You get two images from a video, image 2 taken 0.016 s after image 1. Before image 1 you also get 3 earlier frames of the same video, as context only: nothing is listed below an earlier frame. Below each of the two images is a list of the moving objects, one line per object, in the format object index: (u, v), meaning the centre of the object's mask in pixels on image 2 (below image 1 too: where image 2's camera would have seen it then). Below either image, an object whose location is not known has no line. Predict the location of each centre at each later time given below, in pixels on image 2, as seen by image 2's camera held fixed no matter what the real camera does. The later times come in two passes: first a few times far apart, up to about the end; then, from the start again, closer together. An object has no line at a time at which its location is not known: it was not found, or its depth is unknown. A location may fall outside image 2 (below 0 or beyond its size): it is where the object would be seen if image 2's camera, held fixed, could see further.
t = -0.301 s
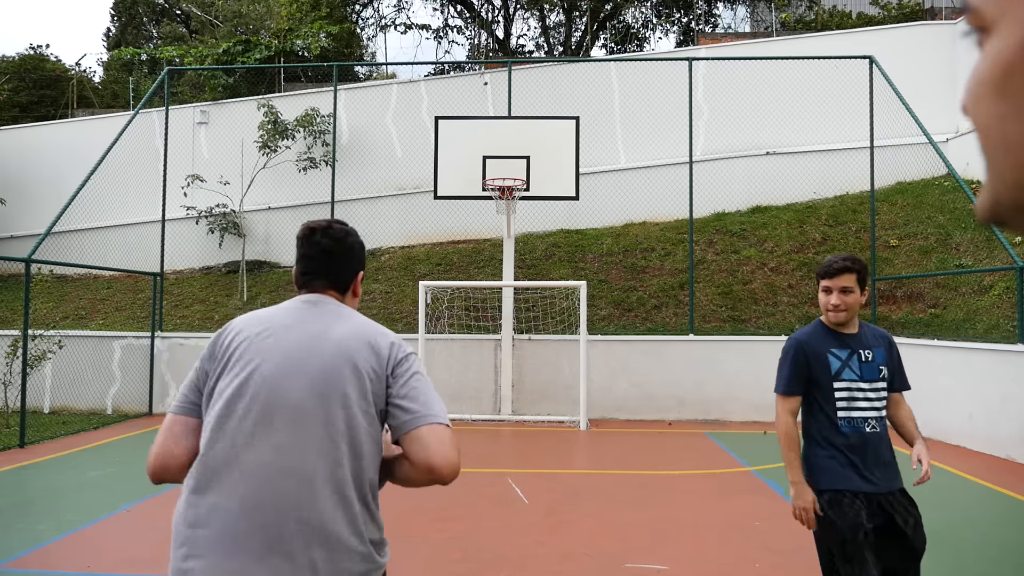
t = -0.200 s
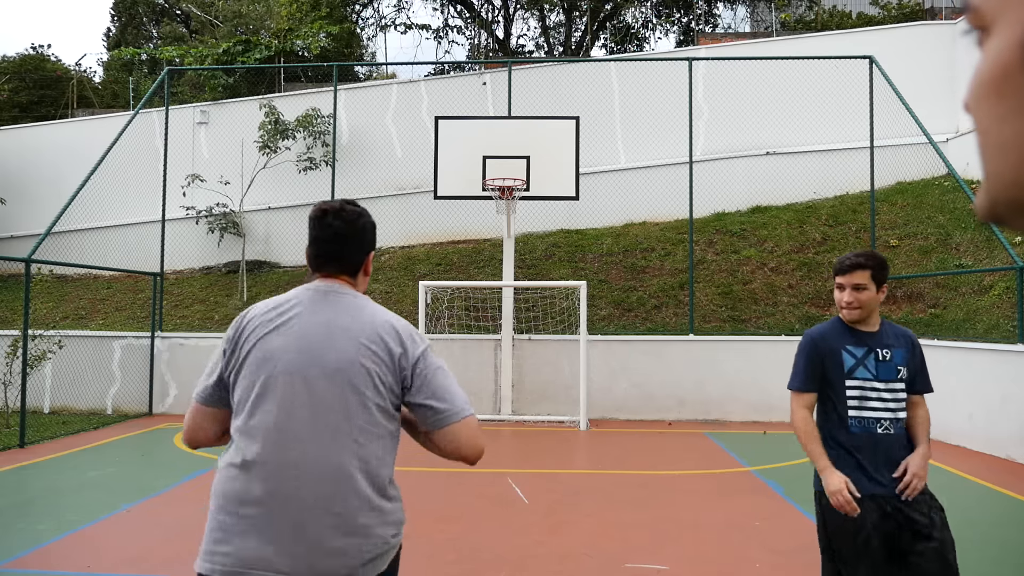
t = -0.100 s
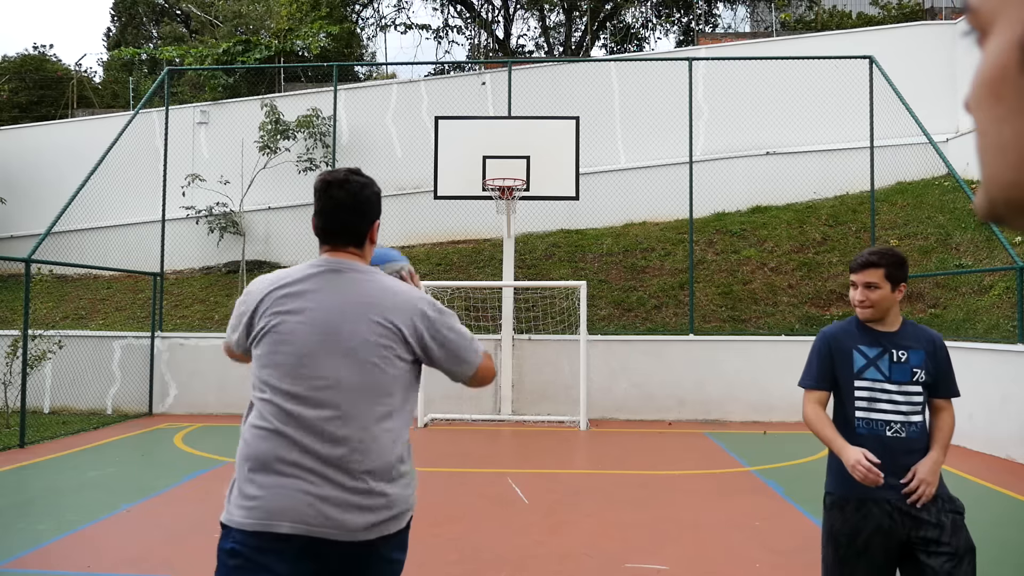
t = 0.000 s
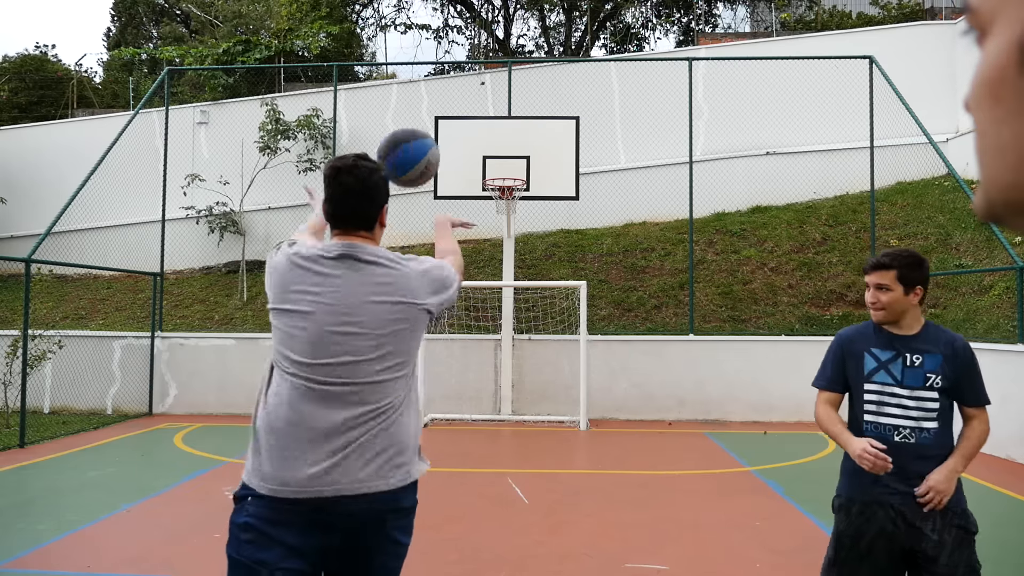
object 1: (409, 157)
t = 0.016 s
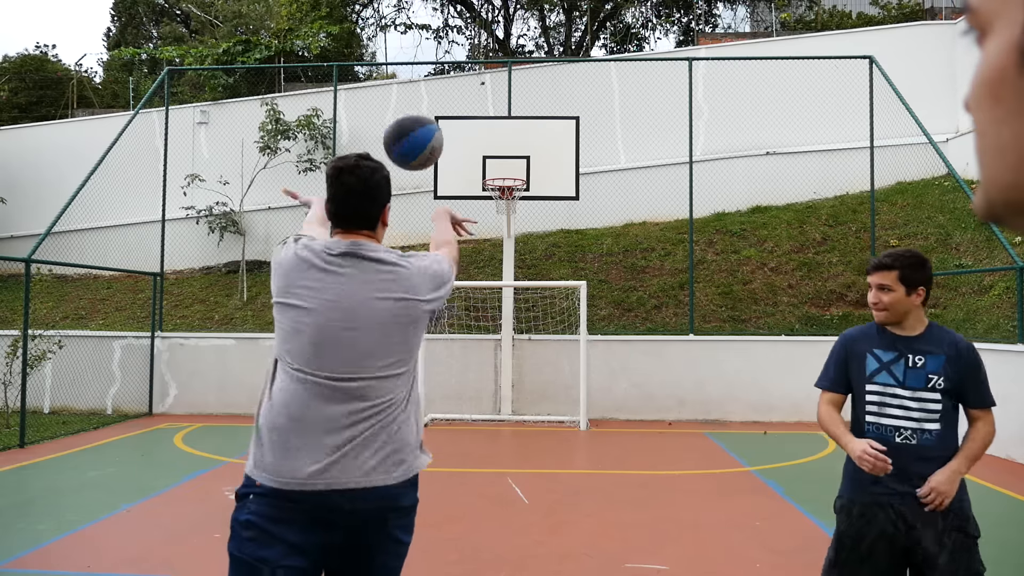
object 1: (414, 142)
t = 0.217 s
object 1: (452, 54)
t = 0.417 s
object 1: (472, 59)
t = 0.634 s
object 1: (484, 106)
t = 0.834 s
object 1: (491, 170)
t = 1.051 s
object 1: (540, 156)
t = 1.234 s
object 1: (586, 148)
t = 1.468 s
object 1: (646, 180)
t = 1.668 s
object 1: (701, 246)
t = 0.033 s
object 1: (419, 129)
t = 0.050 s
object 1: (423, 115)
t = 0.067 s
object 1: (426, 104)
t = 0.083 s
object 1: (430, 95)
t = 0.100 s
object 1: (433, 86)
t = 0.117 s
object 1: (437, 80)
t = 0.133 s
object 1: (439, 74)
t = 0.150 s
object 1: (442, 68)
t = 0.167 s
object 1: (445, 63)
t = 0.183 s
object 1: (447, 60)
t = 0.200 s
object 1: (450, 56)
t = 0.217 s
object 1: (452, 54)
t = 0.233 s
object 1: (454, 52)
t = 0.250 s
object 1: (456, 51)
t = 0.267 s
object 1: (458, 50)
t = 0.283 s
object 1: (460, 50)
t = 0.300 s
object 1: (461, 50)
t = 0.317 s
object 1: (463, 50)
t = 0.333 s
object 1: (464, 51)
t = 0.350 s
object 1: (466, 52)
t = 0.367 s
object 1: (467, 53)
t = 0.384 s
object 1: (469, 55)
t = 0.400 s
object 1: (470, 57)
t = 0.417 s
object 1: (472, 59)
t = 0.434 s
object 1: (473, 61)
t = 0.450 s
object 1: (474, 64)
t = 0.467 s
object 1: (475, 67)
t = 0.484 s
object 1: (476, 70)
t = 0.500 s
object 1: (477, 73)
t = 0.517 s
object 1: (478, 77)
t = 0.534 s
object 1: (479, 80)
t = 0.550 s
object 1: (480, 85)
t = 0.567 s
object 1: (481, 89)
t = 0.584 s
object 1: (482, 94)
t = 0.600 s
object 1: (483, 98)
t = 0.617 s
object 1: (484, 102)
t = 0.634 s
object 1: (484, 106)
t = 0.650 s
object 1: (485, 111)
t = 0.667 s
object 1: (486, 116)
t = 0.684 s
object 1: (486, 121)
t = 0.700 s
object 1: (486, 126)
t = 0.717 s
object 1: (487, 131)
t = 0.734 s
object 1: (488, 136)
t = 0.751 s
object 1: (488, 141)
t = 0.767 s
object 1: (489, 147)
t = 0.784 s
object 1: (489, 153)
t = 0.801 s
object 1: (490, 158)
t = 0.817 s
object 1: (491, 164)
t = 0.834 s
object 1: (491, 170)
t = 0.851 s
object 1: (492, 175)
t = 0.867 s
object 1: (493, 180)
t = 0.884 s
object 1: (499, 179)
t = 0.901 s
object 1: (504, 179)
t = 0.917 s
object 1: (508, 178)
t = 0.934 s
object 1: (513, 174)
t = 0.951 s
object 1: (517, 170)
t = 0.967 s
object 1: (521, 167)
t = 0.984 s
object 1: (524, 164)
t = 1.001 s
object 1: (528, 162)
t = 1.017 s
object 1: (532, 159)
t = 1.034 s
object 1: (537, 158)
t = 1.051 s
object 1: (540, 156)
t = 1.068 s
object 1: (545, 154)
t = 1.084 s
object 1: (549, 152)
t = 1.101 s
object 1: (553, 151)
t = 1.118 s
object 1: (557, 150)
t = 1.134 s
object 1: (561, 148)
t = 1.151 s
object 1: (565, 147)
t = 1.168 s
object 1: (569, 147)
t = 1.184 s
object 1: (573, 147)
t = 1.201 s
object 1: (577, 147)
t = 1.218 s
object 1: (582, 147)
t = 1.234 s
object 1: (586, 148)
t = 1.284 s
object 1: (599, 151)
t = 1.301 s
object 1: (603, 152)
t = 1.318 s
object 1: (607, 154)
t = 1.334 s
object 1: (611, 155)
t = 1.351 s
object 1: (615, 157)
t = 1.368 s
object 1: (620, 160)
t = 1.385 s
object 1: (624, 162)
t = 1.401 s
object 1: (629, 165)
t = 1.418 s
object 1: (633, 168)
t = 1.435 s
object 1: (637, 172)
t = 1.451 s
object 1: (642, 175)
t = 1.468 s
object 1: (646, 180)
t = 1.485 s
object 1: (650, 184)
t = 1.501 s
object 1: (655, 188)
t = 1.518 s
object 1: (659, 193)
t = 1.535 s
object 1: (664, 197)
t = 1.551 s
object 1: (669, 202)
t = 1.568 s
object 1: (673, 208)
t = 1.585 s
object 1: (678, 214)
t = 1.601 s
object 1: (683, 220)
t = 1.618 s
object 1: (688, 226)
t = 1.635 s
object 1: (692, 232)
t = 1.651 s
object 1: (697, 239)
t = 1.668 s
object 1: (701, 246)
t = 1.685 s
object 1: (706, 254)
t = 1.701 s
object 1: (711, 261)
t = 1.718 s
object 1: (717, 269)
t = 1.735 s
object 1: (720, 278)
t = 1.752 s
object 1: (725, 286)
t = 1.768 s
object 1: (730, 295)
